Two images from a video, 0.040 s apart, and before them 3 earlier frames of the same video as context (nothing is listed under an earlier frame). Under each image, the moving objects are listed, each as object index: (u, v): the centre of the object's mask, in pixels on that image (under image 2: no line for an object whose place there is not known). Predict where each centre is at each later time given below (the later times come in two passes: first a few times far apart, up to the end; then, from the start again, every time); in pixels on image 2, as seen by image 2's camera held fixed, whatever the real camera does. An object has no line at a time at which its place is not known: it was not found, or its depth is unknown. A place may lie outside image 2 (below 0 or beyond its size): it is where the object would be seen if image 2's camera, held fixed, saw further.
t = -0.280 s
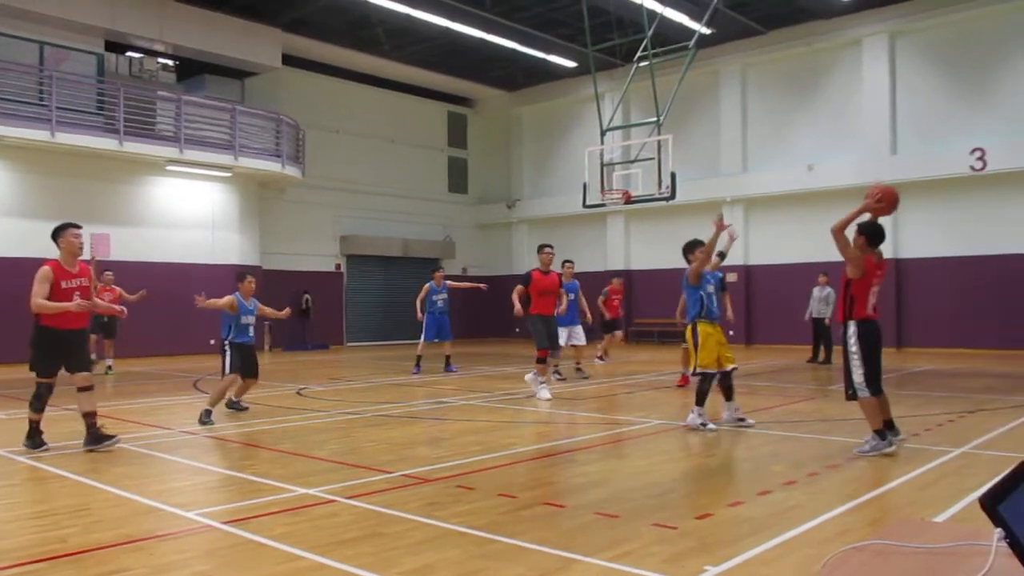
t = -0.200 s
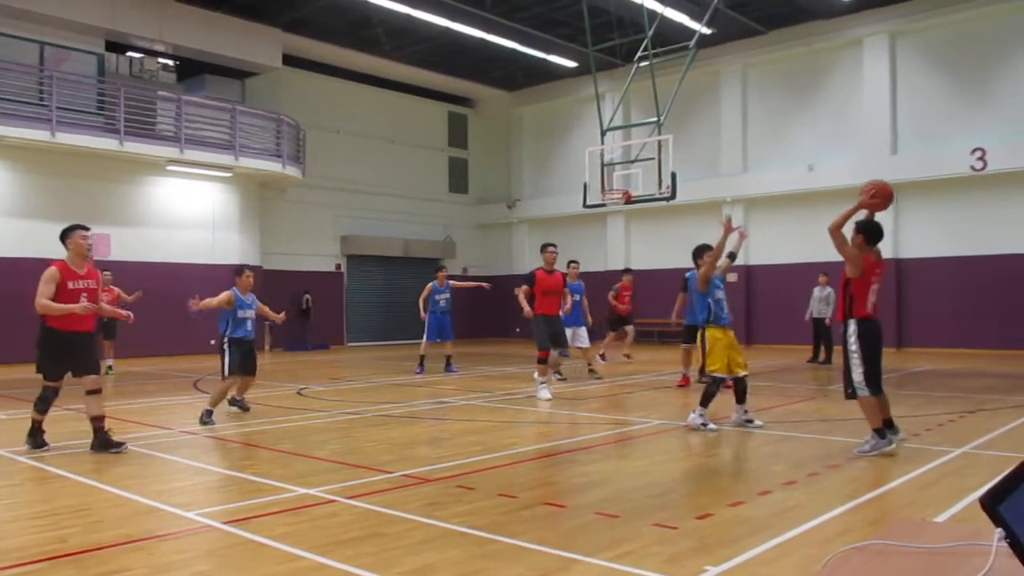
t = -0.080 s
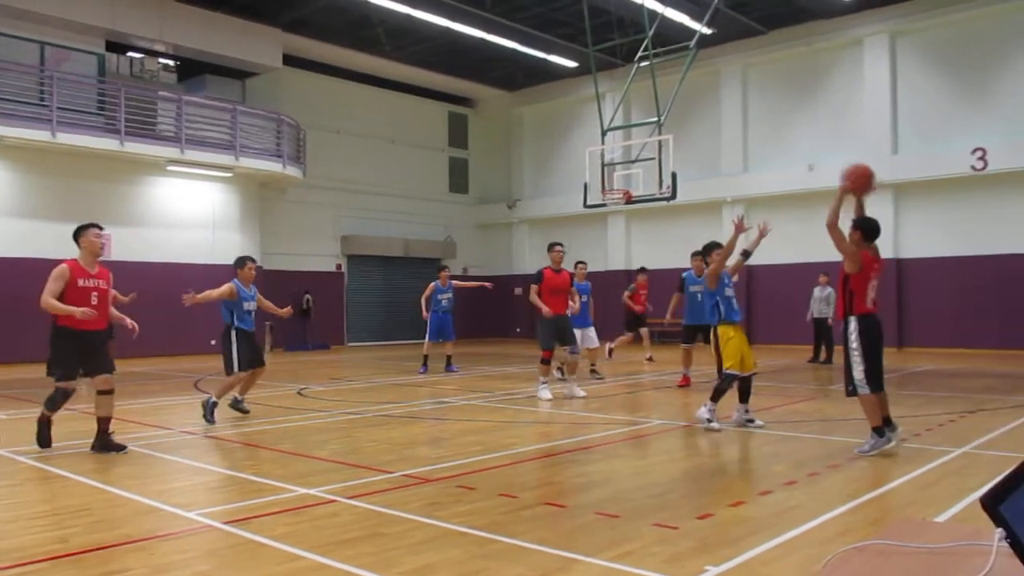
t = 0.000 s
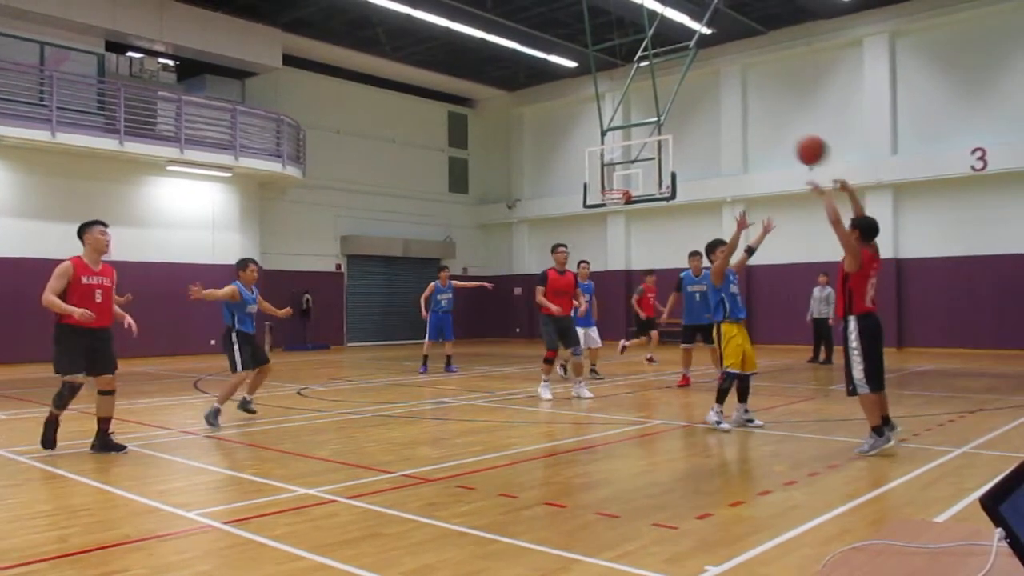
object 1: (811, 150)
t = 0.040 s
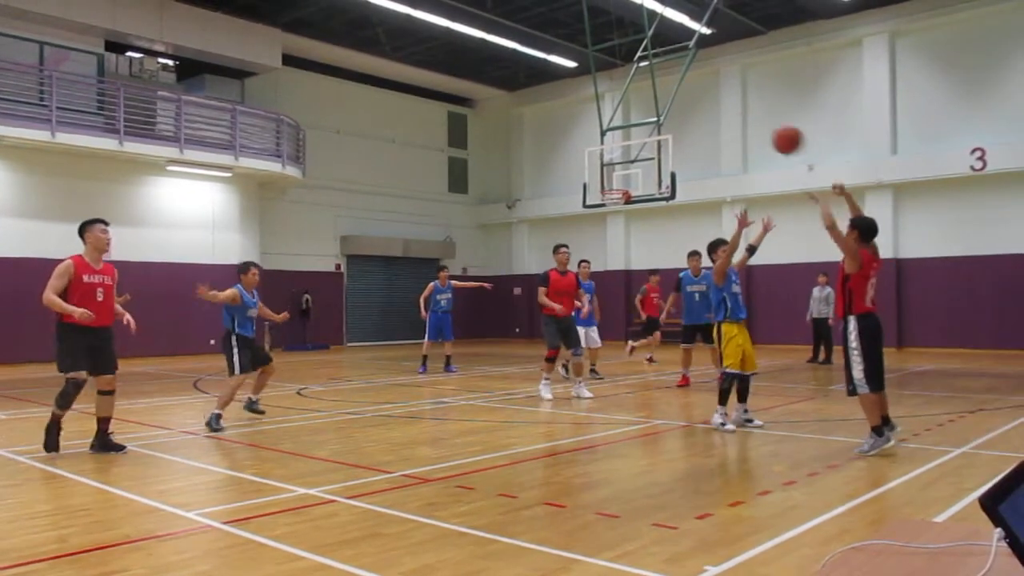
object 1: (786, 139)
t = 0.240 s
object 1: (688, 120)
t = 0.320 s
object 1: (656, 125)
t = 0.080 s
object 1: (765, 132)
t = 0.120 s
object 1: (744, 126)
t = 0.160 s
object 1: (724, 123)
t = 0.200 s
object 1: (706, 120)
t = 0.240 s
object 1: (688, 120)
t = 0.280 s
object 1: (672, 122)
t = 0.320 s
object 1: (656, 125)
